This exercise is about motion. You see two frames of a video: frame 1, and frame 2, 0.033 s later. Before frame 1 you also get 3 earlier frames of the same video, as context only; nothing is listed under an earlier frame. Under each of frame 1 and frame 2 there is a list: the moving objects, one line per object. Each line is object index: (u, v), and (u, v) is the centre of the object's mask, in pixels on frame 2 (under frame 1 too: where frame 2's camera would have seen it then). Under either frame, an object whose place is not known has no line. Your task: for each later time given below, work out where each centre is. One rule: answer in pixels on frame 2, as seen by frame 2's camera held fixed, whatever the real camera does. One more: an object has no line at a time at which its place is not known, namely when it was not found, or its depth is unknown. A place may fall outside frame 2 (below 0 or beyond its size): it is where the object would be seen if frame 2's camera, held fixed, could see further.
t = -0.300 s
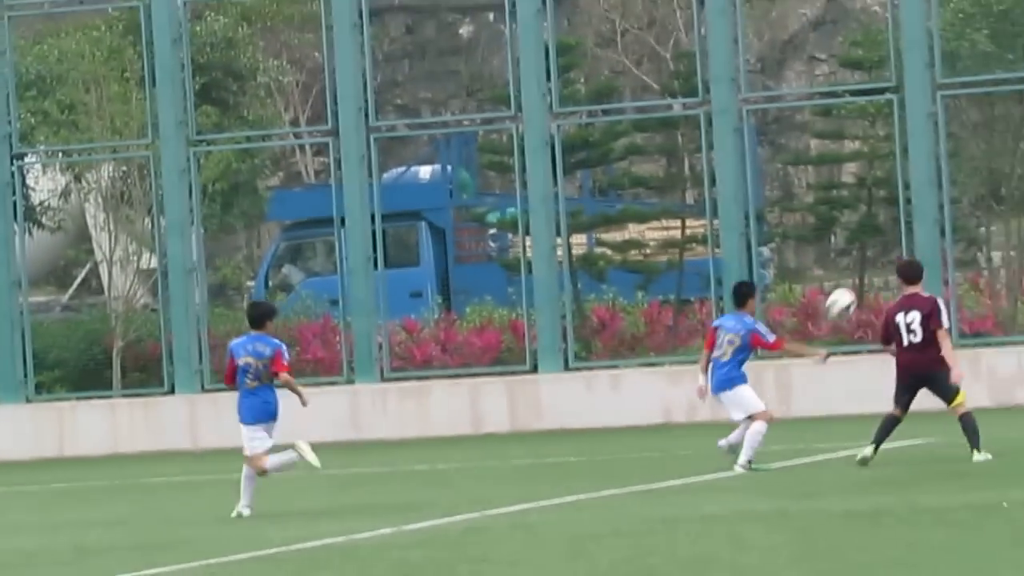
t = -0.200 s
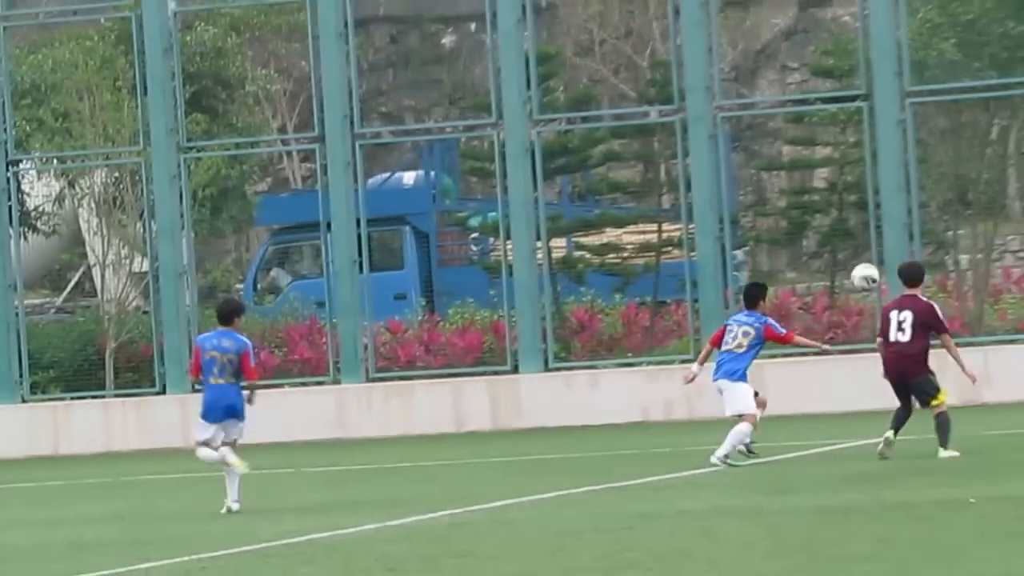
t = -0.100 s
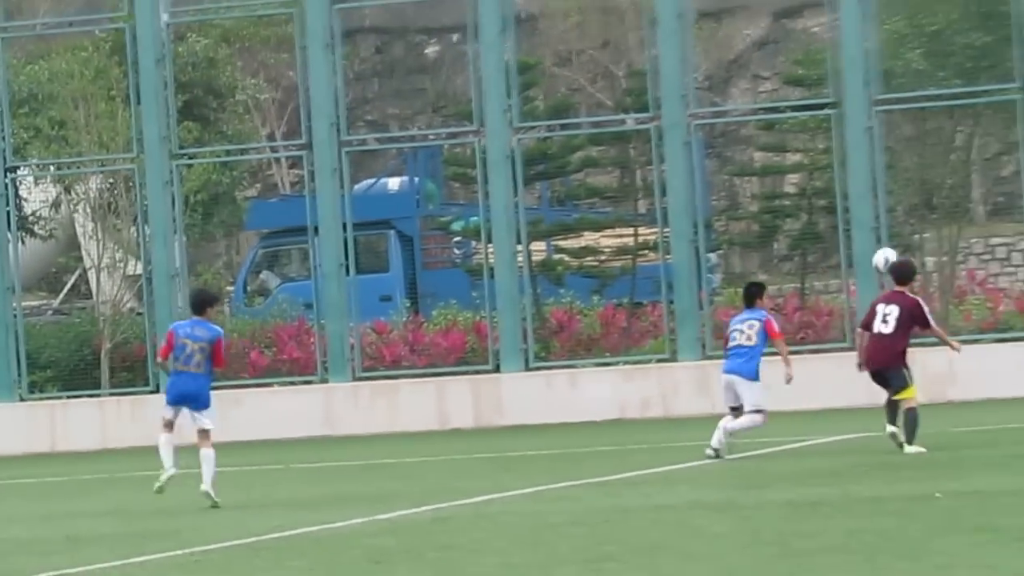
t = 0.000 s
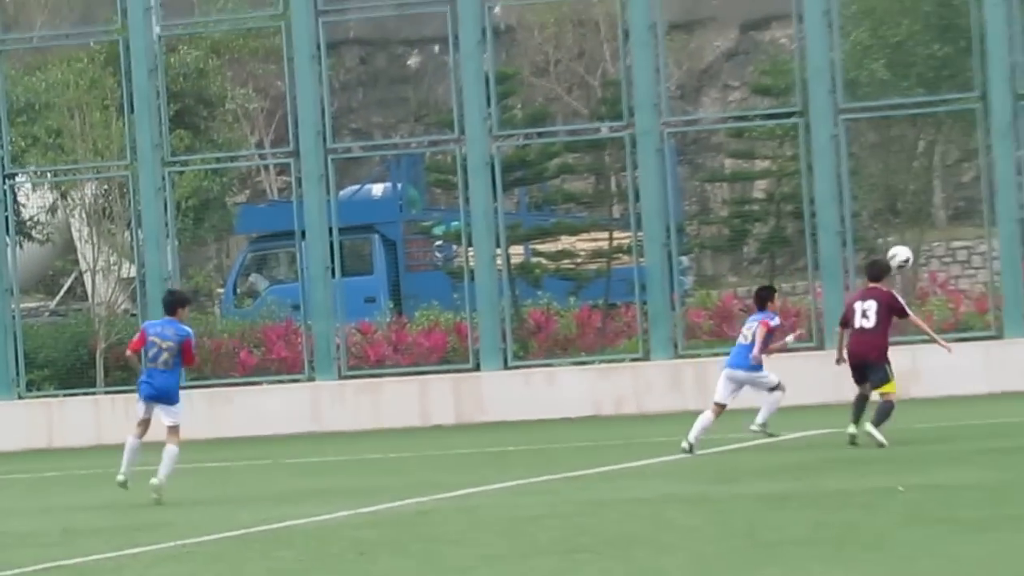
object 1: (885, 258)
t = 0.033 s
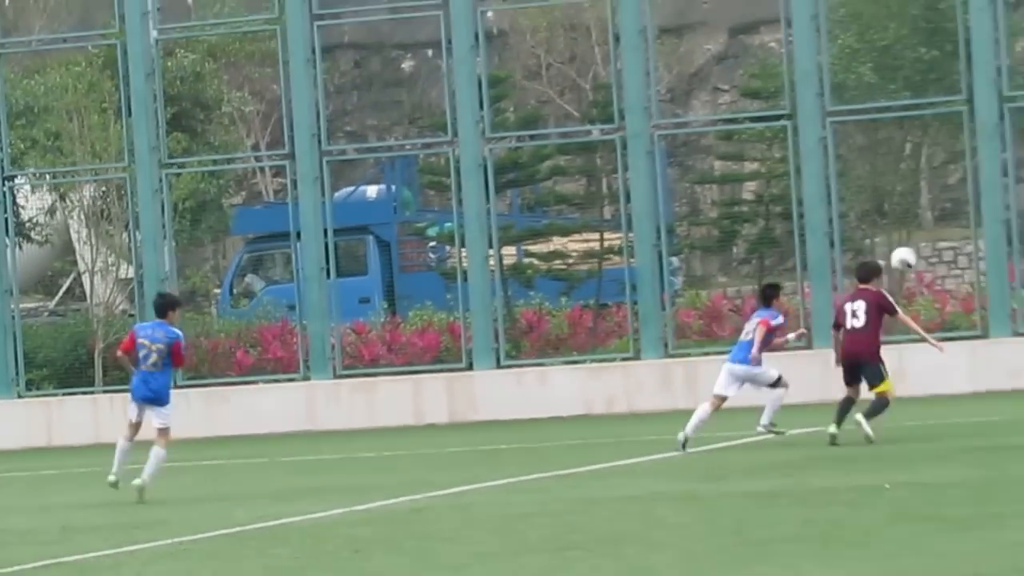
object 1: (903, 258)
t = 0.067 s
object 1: (920, 260)
